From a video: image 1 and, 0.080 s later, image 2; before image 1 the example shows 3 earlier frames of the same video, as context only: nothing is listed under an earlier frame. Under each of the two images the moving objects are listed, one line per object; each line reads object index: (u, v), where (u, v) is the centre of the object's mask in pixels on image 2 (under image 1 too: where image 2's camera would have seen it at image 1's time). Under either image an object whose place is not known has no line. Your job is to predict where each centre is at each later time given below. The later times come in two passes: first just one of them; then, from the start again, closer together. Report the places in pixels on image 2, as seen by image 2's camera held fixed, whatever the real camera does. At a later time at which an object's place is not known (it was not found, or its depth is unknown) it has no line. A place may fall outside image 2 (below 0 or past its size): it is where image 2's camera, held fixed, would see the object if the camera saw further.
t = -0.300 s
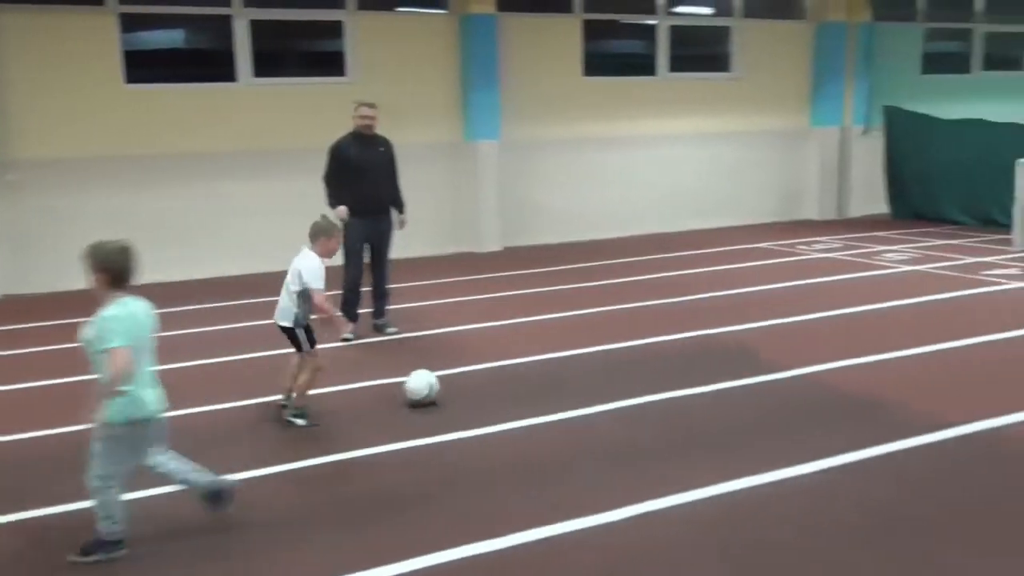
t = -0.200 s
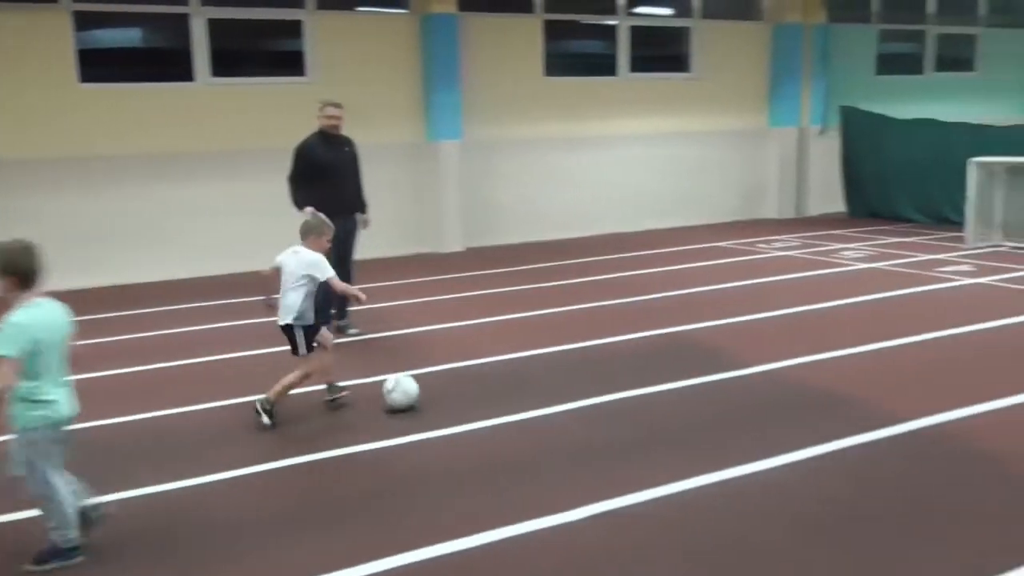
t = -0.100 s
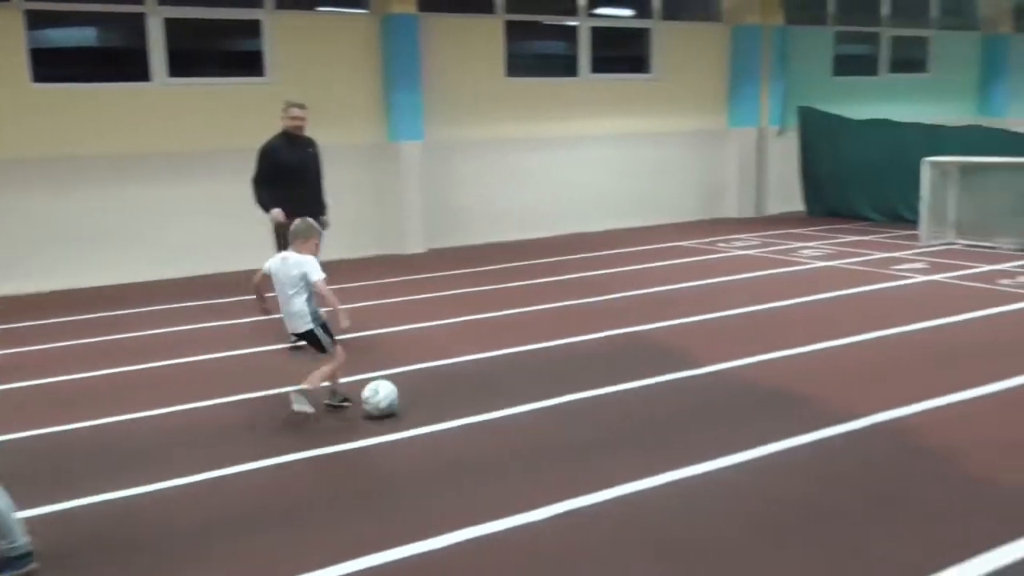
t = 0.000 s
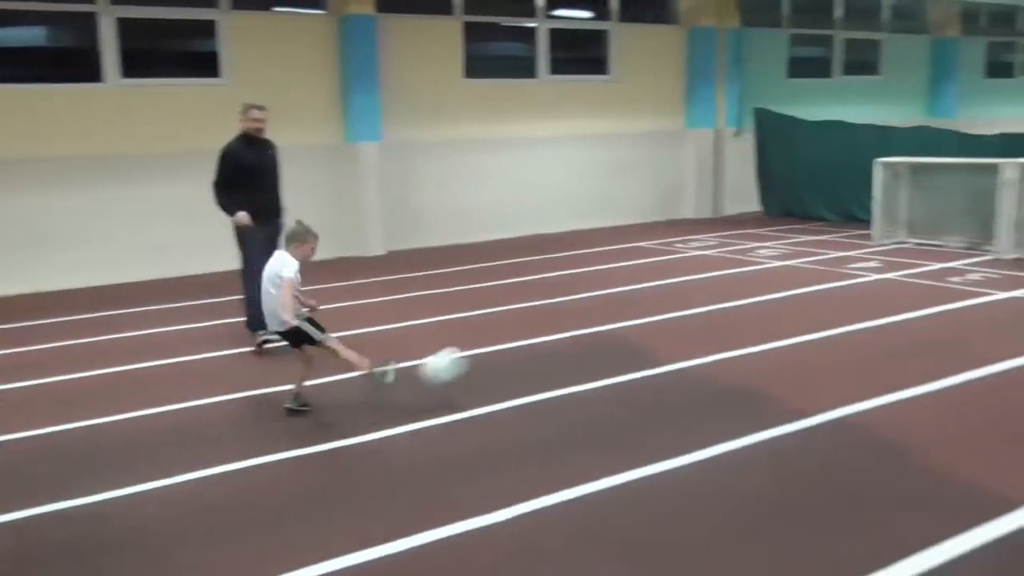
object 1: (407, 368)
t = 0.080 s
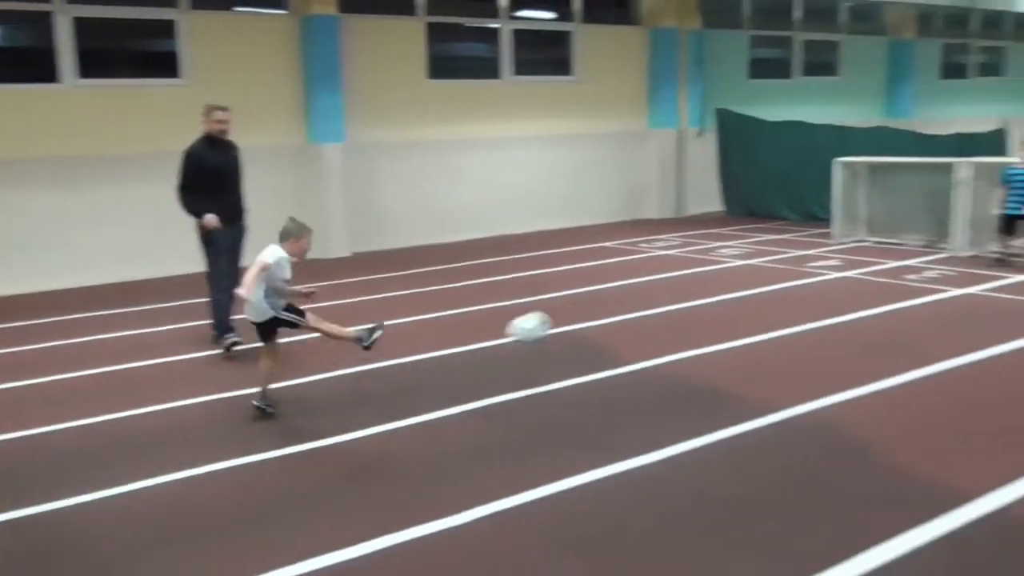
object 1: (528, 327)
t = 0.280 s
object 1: (791, 281)
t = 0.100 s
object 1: (557, 319)
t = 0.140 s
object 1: (612, 307)
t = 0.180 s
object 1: (666, 297)
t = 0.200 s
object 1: (692, 292)
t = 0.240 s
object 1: (742, 285)
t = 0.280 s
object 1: (791, 281)
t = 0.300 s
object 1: (813, 278)
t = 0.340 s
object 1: (858, 277)
